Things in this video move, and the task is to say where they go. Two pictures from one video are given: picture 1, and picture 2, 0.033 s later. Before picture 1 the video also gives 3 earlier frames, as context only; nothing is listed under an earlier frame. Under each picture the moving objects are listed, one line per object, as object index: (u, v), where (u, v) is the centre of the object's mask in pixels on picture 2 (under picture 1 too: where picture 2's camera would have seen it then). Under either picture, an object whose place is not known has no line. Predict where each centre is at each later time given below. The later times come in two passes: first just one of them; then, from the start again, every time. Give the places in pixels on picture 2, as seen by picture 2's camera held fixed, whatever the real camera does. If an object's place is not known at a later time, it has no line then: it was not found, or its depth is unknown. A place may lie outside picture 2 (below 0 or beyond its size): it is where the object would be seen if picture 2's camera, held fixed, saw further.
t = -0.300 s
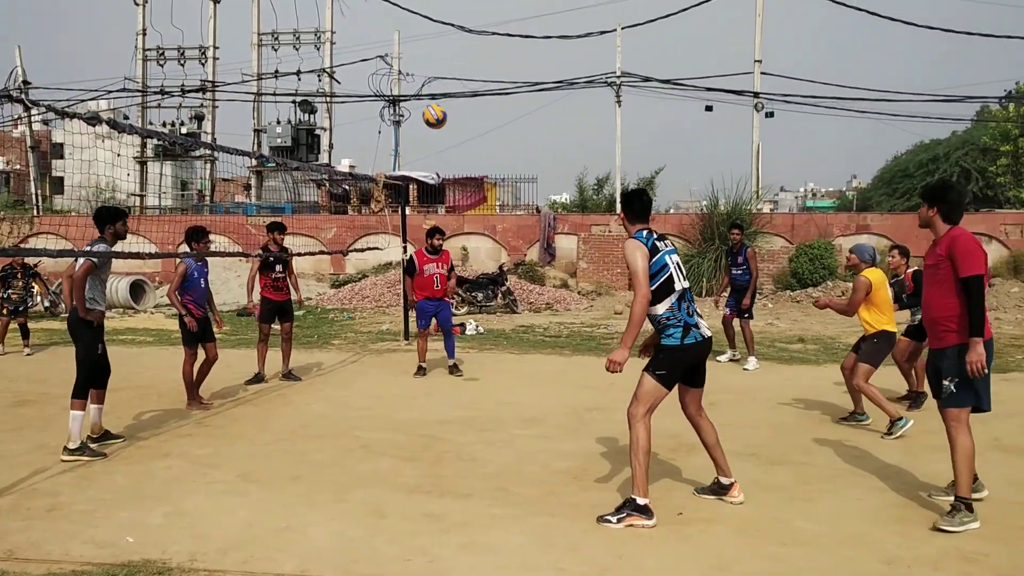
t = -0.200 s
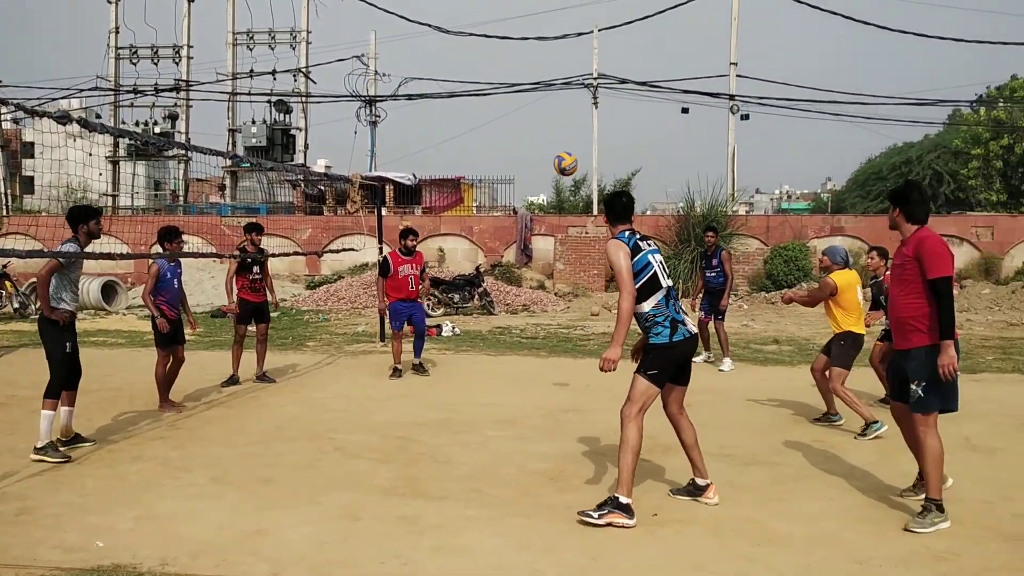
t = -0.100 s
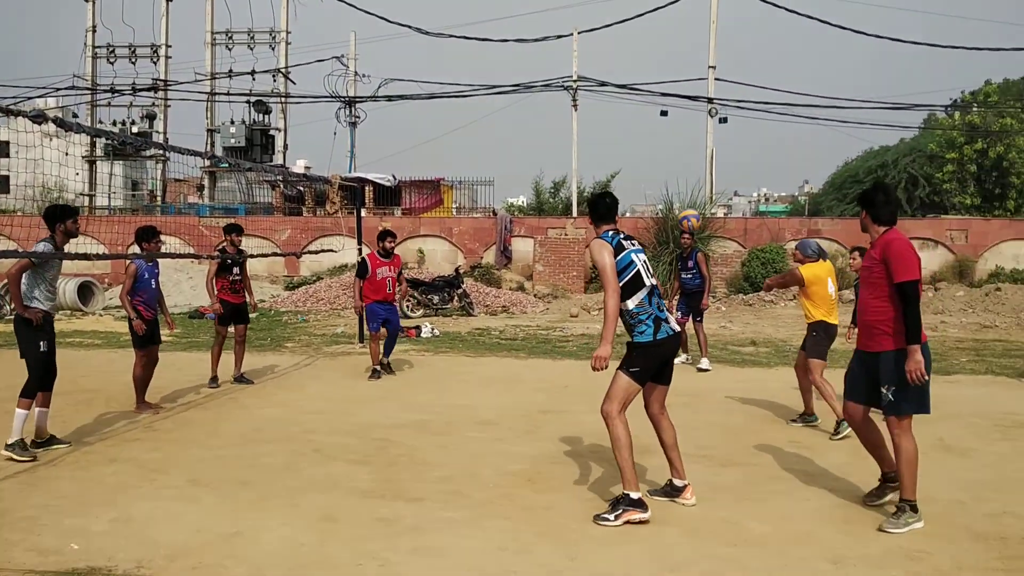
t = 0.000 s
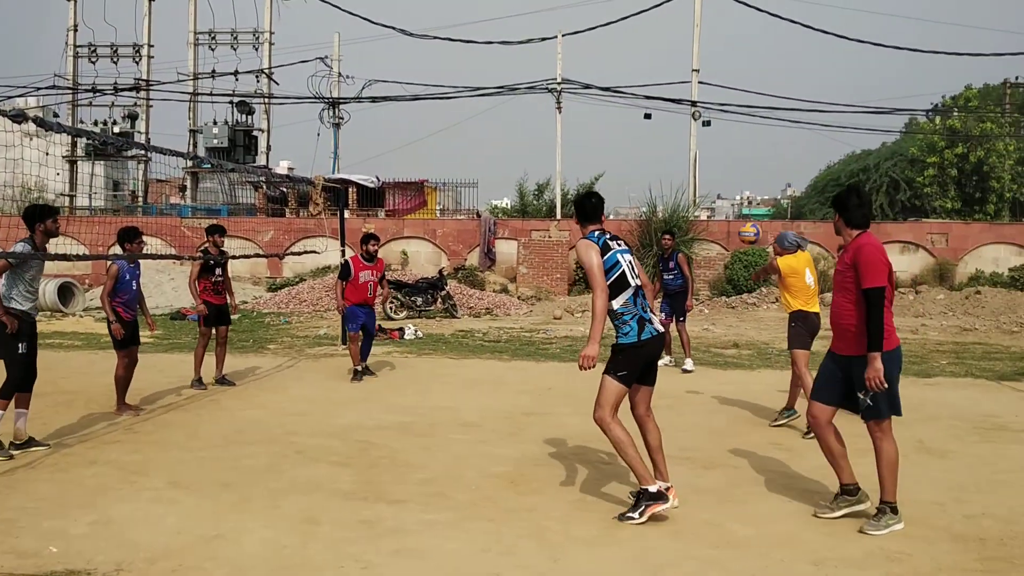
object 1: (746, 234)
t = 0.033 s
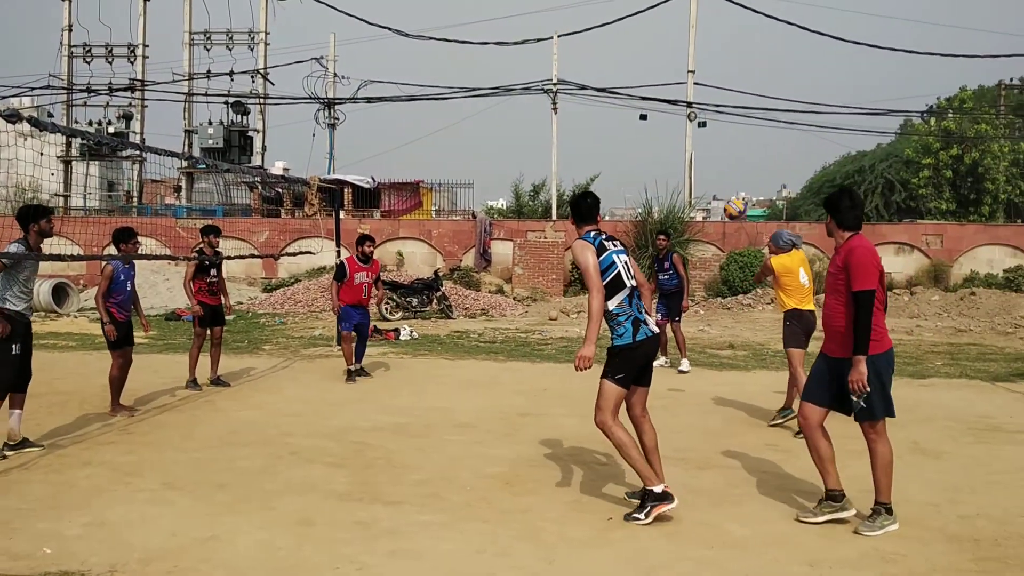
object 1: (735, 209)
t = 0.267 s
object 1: (661, 66)
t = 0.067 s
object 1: (724, 185)
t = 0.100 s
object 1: (713, 163)
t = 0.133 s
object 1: (703, 141)
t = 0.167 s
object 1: (692, 120)
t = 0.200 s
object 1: (681, 102)
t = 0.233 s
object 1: (671, 83)
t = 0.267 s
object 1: (661, 66)
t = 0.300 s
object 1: (652, 50)
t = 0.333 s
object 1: (643, 36)
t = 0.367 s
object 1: (633, 23)
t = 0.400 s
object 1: (624, 12)
